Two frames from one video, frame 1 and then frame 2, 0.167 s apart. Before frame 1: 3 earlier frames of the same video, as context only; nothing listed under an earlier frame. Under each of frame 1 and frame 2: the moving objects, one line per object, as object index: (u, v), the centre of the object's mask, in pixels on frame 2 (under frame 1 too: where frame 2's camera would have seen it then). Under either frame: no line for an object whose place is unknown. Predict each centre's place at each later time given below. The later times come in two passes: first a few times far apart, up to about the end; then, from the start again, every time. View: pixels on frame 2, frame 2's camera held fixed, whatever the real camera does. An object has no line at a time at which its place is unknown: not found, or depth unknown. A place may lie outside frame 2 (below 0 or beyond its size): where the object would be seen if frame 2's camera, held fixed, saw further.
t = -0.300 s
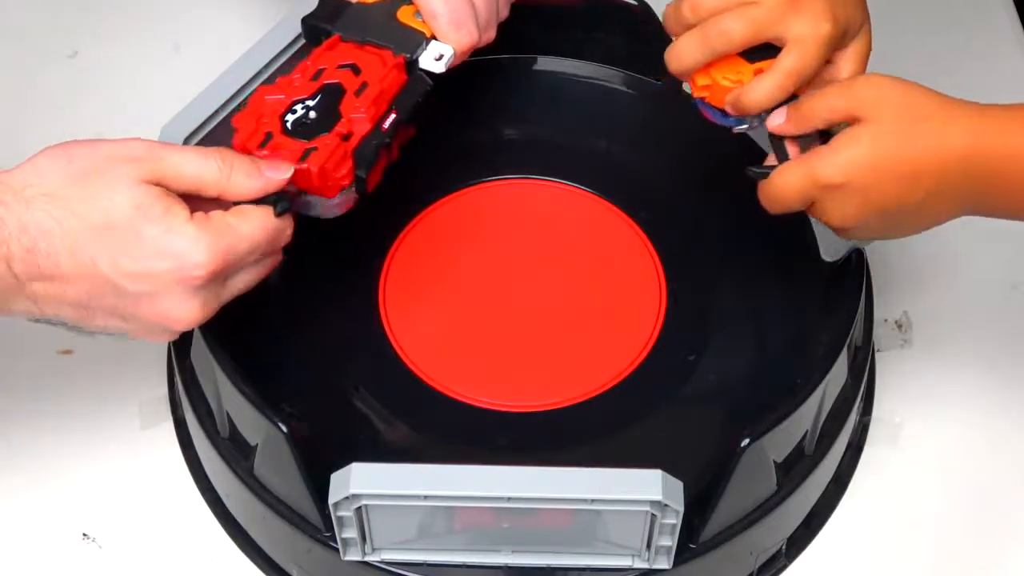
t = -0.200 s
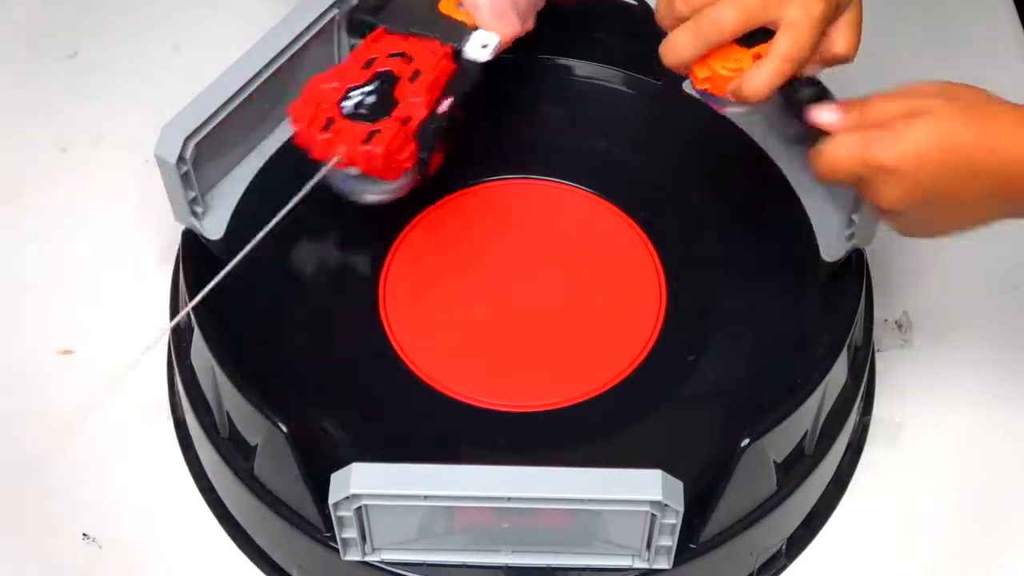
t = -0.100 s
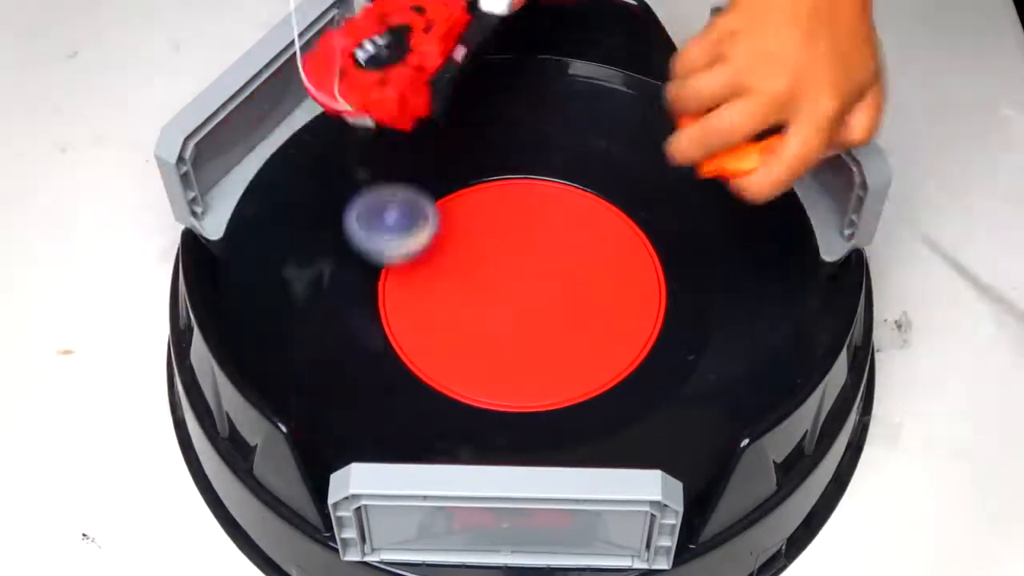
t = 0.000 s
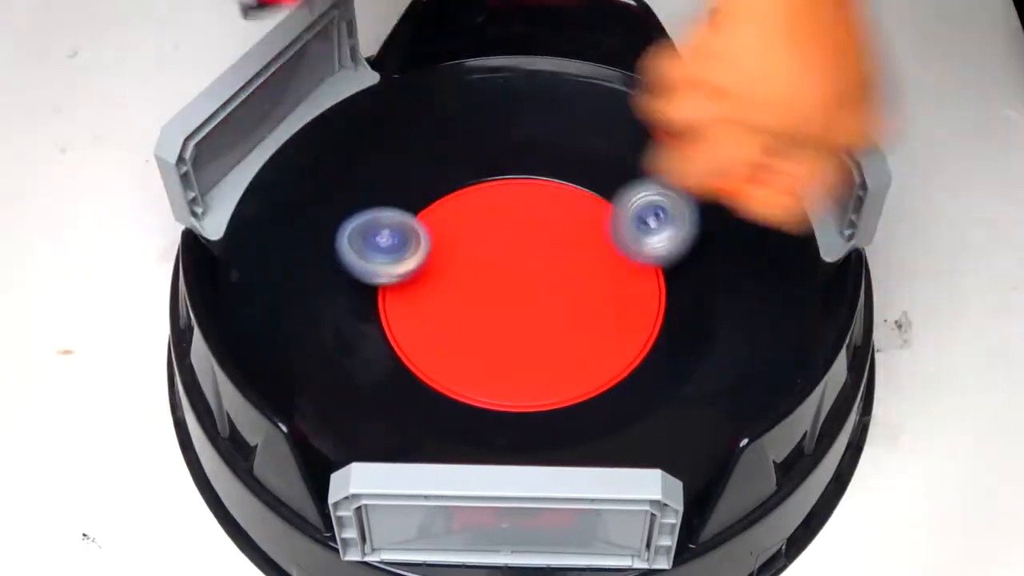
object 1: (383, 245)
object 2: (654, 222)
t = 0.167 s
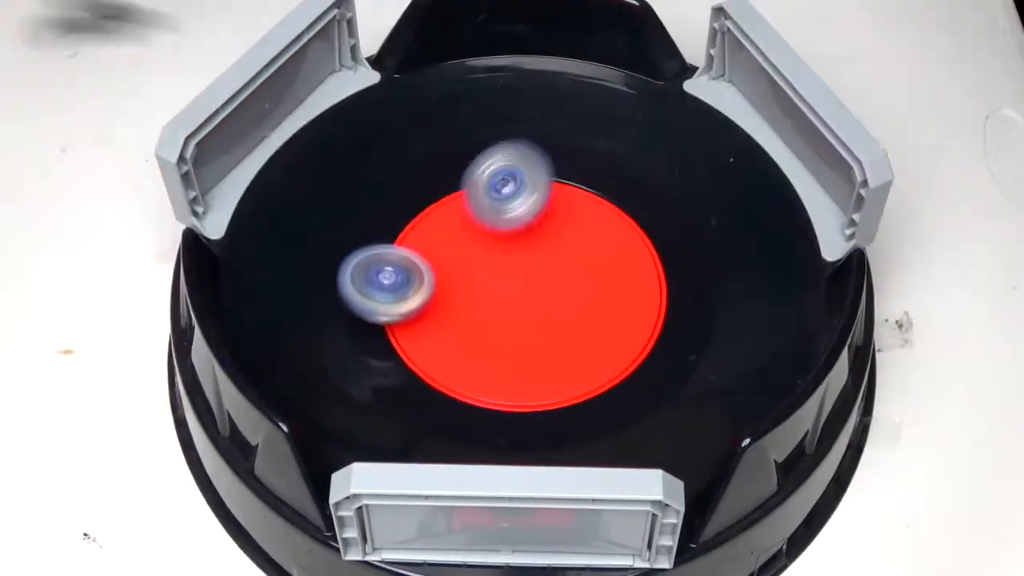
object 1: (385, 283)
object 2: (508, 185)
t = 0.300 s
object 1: (411, 317)
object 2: (408, 215)
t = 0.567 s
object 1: (520, 353)
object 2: (399, 337)
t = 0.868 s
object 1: (535, 141)
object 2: (645, 307)
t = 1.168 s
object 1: (252, 212)
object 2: (565, 158)
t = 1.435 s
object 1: (716, 328)
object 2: (368, 231)
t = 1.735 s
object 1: (567, 85)
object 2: (509, 424)
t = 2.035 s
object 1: (335, 301)
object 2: (737, 213)
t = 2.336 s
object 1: (679, 409)
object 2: (351, 89)
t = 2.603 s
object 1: (658, 111)
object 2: (451, 334)
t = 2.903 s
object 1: (283, 178)
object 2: (756, 205)
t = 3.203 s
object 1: (691, 322)
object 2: (316, 146)
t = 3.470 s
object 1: (632, 151)
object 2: (470, 256)
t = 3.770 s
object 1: (357, 178)
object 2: (702, 175)
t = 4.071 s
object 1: (483, 422)
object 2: (579, 107)
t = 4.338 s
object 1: (743, 275)
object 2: (397, 334)
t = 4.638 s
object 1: (535, 96)
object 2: (639, 437)
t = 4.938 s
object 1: (311, 269)
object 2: (623, 186)
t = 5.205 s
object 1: (533, 437)
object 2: (367, 129)
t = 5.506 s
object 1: (744, 254)
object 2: (378, 229)
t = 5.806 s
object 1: (505, 106)
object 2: (648, 233)
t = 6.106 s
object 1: (306, 270)
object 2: (762, 147)
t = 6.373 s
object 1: (498, 428)
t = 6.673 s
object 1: (700, 398)
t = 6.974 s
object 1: (326, 298)
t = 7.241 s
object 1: (539, 133)
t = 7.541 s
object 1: (643, 153)
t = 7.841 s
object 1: (573, 215)
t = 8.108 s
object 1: (374, 247)
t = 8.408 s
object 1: (336, 360)
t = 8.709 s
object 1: (423, 328)
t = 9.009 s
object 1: (561, 319)
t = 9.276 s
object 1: (716, 247)
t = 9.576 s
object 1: (707, 258)
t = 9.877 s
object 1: (626, 330)
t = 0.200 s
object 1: (386, 290)
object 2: (483, 195)
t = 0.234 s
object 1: (391, 297)
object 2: (460, 196)
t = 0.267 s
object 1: (404, 307)
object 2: (429, 205)
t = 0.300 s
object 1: (411, 317)
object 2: (408, 215)
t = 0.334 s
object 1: (415, 327)
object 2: (389, 224)
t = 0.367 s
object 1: (416, 337)
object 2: (366, 241)
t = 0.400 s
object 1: (424, 340)
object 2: (365, 259)
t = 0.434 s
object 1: (431, 343)
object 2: (368, 278)
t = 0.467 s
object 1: (452, 357)
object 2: (372, 292)
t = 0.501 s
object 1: (470, 362)
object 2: (376, 305)
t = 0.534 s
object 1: (491, 361)
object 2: (384, 318)
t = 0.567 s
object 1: (520, 353)
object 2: (399, 337)
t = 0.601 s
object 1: (541, 342)
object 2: (416, 352)
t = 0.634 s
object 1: (560, 326)
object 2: (439, 364)
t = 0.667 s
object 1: (578, 298)
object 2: (474, 374)
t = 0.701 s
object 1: (587, 275)
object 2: (505, 380)
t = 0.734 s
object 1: (590, 250)
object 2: (535, 379)
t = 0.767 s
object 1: (586, 215)
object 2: (573, 368)
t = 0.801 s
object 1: (577, 190)
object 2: (600, 354)
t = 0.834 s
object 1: (562, 165)
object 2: (623, 336)
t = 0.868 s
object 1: (535, 141)
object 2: (645, 307)
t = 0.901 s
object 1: (513, 134)
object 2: (655, 282)
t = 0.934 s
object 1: (486, 126)
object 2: (656, 257)
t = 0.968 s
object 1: (445, 117)
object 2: (651, 228)
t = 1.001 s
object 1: (413, 114)
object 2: (643, 210)
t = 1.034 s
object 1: (379, 116)
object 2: (631, 195)
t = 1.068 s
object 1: (332, 127)
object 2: (612, 180)
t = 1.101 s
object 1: (298, 141)
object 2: (599, 170)
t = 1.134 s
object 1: (273, 168)
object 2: (585, 163)
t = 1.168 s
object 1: (252, 212)
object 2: (565, 158)
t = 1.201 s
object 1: (282, 231)
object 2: (546, 157)
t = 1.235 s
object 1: (334, 250)
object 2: (526, 158)
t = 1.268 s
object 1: (406, 293)
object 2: (495, 163)
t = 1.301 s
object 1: (469, 310)
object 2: (469, 170)
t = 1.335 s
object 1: (528, 323)
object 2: (443, 179)
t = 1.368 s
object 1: (610, 332)
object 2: (407, 195)
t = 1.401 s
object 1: (668, 333)
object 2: (382, 210)
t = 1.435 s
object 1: (716, 328)
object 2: (368, 231)
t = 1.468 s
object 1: (774, 313)
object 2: (350, 265)
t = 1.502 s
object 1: (765, 290)
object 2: (336, 292)
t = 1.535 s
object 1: (737, 271)
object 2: (323, 319)
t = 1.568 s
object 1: (698, 237)
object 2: (309, 357)
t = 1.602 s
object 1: (671, 210)
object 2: (312, 382)
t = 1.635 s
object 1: (645, 183)
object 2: (350, 396)
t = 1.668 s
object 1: (615, 149)
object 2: (403, 411)
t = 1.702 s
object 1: (597, 121)
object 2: (449, 419)
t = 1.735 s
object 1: (567, 85)
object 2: (509, 424)
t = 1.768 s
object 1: (539, 62)
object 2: (558, 426)
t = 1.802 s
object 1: (505, 68)
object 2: (605, 421)
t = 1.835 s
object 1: (456, 98)
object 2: (661, 402)
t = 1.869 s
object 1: (420, 121)
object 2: (695, 381)
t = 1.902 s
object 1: (390, 148)
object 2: (721, 356)
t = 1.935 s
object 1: (359, 189)
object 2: (744, 317)
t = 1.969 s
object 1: (344, 221)
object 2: (751, 285)
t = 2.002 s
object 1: (335, 255)
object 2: (750, 254)
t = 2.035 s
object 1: (335, 301)
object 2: (737, 213)
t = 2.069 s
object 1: (344, 335)
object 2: (717, 184)
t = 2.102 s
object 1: (362, 370)
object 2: (691, 156)
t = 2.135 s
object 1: (400, 410)
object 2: (647, 125)
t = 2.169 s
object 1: (439, 428)
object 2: (609, 108)
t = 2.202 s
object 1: (484, 440)
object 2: (565, 94)
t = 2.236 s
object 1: (554, 448)
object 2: (503, 82)
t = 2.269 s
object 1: (607, 450)
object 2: (455, 78)
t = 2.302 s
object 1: (643, 441)
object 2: (411, 78)
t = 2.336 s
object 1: (679, 409)
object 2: (351, 89)
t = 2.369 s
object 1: (703, 376)
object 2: (328, 117)
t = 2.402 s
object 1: (722, 339)
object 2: (303, 144)
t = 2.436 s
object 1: (736, 289)
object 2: (273, 185)
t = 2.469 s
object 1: (736, 252)
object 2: (254, 220)
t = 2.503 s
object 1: (728, 214)
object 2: (287, 244)
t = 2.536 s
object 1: (708, 168)
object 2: (348, 287)
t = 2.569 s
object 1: (685, 137)
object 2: (396, 313)
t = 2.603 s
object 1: (658, 111)
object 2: (451, 334)
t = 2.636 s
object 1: (615, 80)
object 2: (523, 359)
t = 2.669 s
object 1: (578, 66)
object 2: (583, 374)
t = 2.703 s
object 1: (533, 70)
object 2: (627, 353)
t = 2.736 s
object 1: (473, 79)
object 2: (675, 321)
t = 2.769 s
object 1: (431, 89)
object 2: (708, 309)
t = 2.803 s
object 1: (392, 103)
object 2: (741, 281)
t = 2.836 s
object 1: (345, 129)
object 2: (779, 251)
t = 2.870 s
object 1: (312, 151)
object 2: (802, 226)
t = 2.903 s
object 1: (283, 178)
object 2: (756, 205)
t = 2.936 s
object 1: (253, 216)
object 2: (687, 188)
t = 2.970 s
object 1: (281, 233)
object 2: (636, 170)
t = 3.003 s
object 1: (331, 252)
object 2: (586, 155)
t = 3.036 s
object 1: (397, 293)
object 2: (523, 140)
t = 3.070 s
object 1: (456, 316)
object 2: (479, 134)
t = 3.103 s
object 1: (512, 333)
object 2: (436, 130)
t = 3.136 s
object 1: (590, 345)
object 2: (383, 129)
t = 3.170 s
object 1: (648, 341)
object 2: (349, 136)
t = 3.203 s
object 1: (691, 322)
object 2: (316, 146)
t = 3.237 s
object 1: (742, 307)
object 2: (280, 169)
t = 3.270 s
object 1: (771, 284)
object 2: (257, 190)
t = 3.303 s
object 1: (781, 266)
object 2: (245, 215)
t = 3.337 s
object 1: (744, 240)
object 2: (292, 219)
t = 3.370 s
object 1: (714, 219)
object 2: (334, 234)
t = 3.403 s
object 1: (686, 198)
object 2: (373, 246)
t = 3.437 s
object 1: (654, 169)
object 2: (427, 244)
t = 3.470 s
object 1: (632, 151)
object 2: (470, 256)
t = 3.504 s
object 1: (608, 136)
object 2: (505, 256)
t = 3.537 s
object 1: (572, 122)
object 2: (547, 253)
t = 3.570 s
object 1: (545, 116)
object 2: (577, 250)
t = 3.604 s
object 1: (515, 113)
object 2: (607, 242)
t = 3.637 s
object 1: (474, 116)
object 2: (640, 229)
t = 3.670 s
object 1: (443, 123)
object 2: (661, 218)
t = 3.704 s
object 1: (413, 135)
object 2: (674, 207)
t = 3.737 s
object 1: (379, 157)
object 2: (692, 191)
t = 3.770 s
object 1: (357, 178)
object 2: (702, 175)
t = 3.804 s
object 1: (340, 202)
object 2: (709, 160)
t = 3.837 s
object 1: (325, 237)
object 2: (709, 140)
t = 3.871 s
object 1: (323, 267)
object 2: (709, 123)
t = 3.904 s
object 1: (327, 298)
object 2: (703, 107)
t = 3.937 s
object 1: (345, 338)
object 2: (692, 88)
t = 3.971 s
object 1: (367, 366)
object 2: (672, 88)
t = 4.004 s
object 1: (395, 390)
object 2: (647, 89)
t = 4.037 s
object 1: (443, 413)
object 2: (610, 97)
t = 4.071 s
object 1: (483, 422)
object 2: (579, 107)
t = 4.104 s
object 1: (525, 426)
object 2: (548, 122)
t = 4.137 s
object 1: (581, 422)
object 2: (511, 144)
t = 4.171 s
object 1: (618, 411)
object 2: (487, 165)
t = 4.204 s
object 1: (654, 395)
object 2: (459, 190)
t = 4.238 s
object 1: (693, 367)
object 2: (425, 229)
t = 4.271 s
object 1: (715, 340)
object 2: (402, 265)
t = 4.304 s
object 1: (731, 314)
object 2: (383, 303)
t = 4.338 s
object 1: (743, 275)
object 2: (397, 334)
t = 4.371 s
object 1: (743, 246)
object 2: (418, 365)
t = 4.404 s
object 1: (738, 218)
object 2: (438, 390)
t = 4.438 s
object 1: (720, 184)
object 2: (464, 423)
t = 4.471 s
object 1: (702, 162)
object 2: (488, 435)
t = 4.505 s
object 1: (679, 142)
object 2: (516, 443)
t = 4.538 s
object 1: (643, 120)
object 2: (558, 451)
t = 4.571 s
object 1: (614, 109)
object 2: (591, 453)
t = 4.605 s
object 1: (581, 100)
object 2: (621, 452)
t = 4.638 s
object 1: (535, 96)
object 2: (639, 437)
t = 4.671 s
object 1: (502, 97)
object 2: (654, 419)
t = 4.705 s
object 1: (469, 102)
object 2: (669, 395)
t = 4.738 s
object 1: (427, 117)
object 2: (683, 359)
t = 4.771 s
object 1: (398, 131)
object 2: (687, 331)
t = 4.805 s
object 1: (372, 149)
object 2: (684, 304)
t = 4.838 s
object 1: (345, 177)
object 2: (673, 270)
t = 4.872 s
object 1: (328, 203)
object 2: (662, 247)
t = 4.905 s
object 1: (317, 230)
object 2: (649, 221)
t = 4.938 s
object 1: (311, 269)
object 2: (623, 186)
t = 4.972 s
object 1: (314, 299)
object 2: (597, 165)
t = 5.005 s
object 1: (324, 328)
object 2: (567, 151)
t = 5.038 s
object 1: (346, 365)
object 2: (526, 140)
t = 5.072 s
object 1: (370, 390)
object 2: (496, 134)
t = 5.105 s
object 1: (409, 416)
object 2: (457, 126)
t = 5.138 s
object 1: (444, 428)
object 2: (428, 122)
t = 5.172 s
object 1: (480, 434)
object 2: (401, 123)
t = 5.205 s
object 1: (533, 437)
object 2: (367, 129)
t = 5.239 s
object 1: (570, 436)
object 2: (342, 137)
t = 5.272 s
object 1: (606, 431)
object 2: (317, 147)
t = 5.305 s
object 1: (652, 414)
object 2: (288, 165)
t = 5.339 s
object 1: (679, 396)
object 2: (268, 181)
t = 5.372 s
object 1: (703, 375)
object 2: (253, 200)
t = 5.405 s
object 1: (727, 344)
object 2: (256, 215)
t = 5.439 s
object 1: (739, 316)
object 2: (293, 216)
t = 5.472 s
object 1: (745, 290)
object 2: (332, 229)
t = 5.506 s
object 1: (744, 254)
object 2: (378, 229)
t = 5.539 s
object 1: (737, 228)
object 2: (414, 234)
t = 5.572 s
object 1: (724, 202)
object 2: (451, 238)
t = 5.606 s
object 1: (700, 173)
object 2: (495, 247)
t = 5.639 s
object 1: (677, 153)
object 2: (523, 249)
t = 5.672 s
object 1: (651, 136)
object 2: (549, 251)
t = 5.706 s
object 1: (612, 120)
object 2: (581, 251)
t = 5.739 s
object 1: (581, 111)
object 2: (604, 247)
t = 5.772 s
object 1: (548, 106)
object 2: (625, 243)
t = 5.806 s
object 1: (505, 106)
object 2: (648, 233)
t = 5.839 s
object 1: (474, 110)
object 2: (661, 223)
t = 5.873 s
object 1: (444, 117)
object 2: (673, 214)
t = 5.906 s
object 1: (406, 132)
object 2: (689, 204)
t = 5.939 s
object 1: (380, 145)
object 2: (703, 195)
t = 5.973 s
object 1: (358, 162)
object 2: (717, 185)
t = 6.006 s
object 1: (334, 189)
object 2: (732, 173)
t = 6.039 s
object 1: (320, 211)
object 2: (742, 164)
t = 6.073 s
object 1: (310, 235)
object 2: (751, 155)
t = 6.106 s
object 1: (306, 270)
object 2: (762, 147)
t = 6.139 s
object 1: (309, 297)
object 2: (768, 143)
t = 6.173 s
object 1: (318, 323)
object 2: (765, 143)
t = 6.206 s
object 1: (338, 357)
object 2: (760, 144)
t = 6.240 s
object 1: (359, 378)
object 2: (756, 146)
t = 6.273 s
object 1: (385, 398)
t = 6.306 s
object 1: (427, 416)
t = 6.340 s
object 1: (462, 424)
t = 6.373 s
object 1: (498, 428)
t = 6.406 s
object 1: (548, 427)
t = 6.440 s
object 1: (583, 421)
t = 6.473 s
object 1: (615, 409)
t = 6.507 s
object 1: (652, 387)
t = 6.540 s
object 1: (675, 368)
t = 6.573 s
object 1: (694, 346)
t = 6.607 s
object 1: (711, 321)
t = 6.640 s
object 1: (724, 379)
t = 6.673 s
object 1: (700, 398)
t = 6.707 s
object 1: (616, 398)
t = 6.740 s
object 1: (549, 410)
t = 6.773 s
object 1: (486, 424)
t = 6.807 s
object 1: (415, 403)
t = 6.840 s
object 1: (365, 397)
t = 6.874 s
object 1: (323, 377)
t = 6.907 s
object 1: (289, 351)
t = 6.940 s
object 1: (305, 320)
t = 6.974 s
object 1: (326, 298)
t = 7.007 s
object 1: (356, 263)
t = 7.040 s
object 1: (405, 232)
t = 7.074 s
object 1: (411, 204)
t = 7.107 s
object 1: (437, 181)
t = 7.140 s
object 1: (458, 163)
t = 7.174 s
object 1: (484, 150)
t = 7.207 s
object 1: (516, 140)
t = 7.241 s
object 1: (539, 133)
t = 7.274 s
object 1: (559, 126)
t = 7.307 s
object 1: (585, 120)
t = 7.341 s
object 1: (601, 118)
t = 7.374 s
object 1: (614, 117)
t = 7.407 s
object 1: (627, 120)
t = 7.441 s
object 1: (634, 125)
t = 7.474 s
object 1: (639, 132)
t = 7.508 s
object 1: (643, 143)
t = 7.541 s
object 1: (643, 153)
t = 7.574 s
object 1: (641, 165)
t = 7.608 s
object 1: (639, 179)
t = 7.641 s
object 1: (637, 190)
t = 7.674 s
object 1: (635, 201)
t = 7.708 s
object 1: (622, 213)
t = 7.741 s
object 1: (614, 215)
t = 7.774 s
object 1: (604, 217)
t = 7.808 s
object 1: (587, 217)
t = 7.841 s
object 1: (573, 215)
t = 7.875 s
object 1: (557, 213)
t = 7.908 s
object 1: (529, 208)
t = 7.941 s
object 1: (508, 208)
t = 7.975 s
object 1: (484, 209)
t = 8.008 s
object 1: (451, 214)
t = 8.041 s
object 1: (426, 221)
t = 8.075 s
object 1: (403, 230)
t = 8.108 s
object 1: (374, 247)
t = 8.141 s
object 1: (357, 261)
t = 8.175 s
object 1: (349, 276)
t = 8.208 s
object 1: (346, 296)
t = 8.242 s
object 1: (342, 312)
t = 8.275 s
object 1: (339, 324)
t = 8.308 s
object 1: (334, 339)
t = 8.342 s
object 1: (333, 347)
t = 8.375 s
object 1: (333, 356)
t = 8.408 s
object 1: (336, 360)
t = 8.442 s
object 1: (338, 364)
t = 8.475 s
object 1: (347, 366)
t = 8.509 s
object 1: (353, 366)
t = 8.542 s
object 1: (365, 364)
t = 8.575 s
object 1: (379, 361)
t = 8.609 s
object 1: (389, 354)
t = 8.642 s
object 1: (400, 346)
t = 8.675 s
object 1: (413, 336)
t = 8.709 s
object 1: (423, 328)
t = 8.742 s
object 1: (429, 321)
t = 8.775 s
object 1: (436, 314)
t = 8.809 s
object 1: (444, 312)
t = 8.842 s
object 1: (455, 311)
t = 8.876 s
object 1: (472, 312)
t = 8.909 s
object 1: (487, 314)
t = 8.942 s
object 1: (507, 317)
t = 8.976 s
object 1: (537, 320)
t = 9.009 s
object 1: (561, 319)
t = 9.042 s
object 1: (584, 317)
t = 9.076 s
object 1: (615, 310)
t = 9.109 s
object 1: (637, 303)
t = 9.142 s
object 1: (658, 292)
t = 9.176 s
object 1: (680, 275)
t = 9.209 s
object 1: (692, 264)
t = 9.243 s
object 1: (702, 255)
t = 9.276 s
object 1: (716, 247)
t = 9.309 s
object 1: (724, 244)
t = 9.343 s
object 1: (731, 240)
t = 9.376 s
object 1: (736, 237)
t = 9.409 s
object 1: (737, 237)
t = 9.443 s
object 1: (736, 238)
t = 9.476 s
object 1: (732, 242)
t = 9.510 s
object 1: (728, 248)
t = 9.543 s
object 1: (720, 250)
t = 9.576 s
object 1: (707, 258)
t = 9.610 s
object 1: (698, 263)
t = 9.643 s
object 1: (685, 271)
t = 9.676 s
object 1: (671, 281)
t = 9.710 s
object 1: (663, 286)
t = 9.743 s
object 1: (653, 295)
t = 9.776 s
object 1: (637, 306)
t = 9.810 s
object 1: (631, 315)
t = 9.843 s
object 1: (628, 321)
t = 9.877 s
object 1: (626, 330)
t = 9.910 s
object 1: (621, 335)
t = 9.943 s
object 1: (621, 340)
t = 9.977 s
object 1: (615, 344)
